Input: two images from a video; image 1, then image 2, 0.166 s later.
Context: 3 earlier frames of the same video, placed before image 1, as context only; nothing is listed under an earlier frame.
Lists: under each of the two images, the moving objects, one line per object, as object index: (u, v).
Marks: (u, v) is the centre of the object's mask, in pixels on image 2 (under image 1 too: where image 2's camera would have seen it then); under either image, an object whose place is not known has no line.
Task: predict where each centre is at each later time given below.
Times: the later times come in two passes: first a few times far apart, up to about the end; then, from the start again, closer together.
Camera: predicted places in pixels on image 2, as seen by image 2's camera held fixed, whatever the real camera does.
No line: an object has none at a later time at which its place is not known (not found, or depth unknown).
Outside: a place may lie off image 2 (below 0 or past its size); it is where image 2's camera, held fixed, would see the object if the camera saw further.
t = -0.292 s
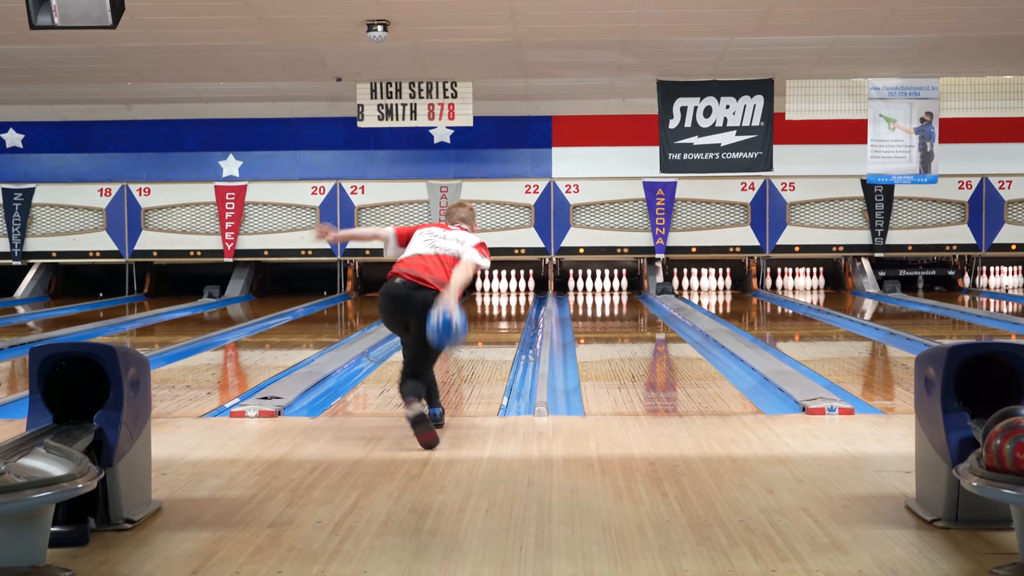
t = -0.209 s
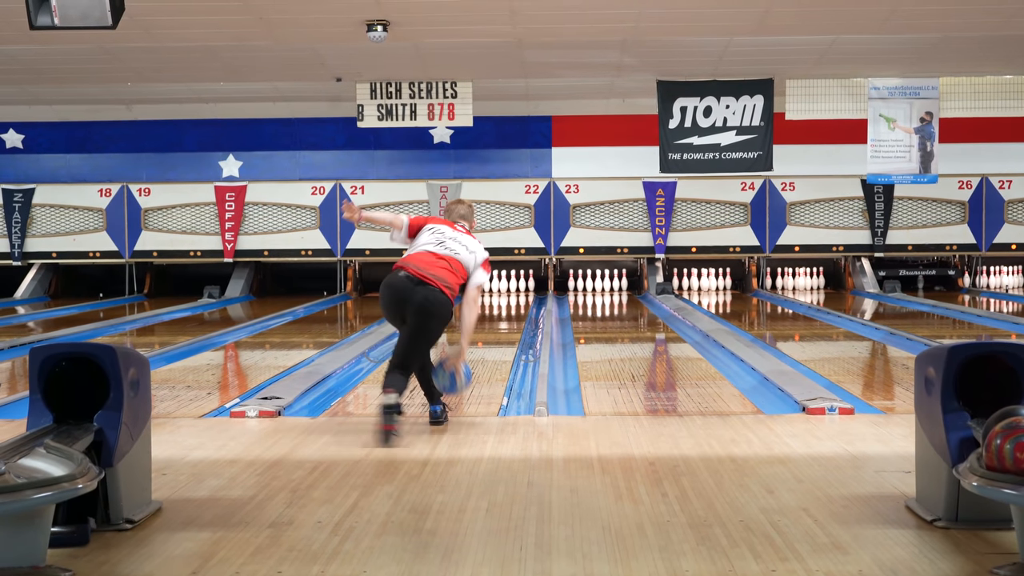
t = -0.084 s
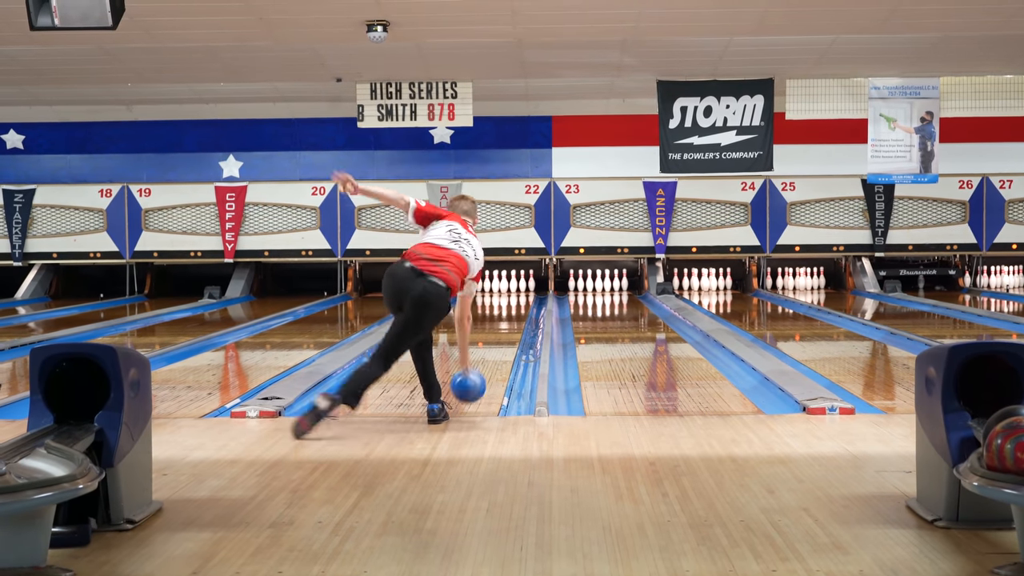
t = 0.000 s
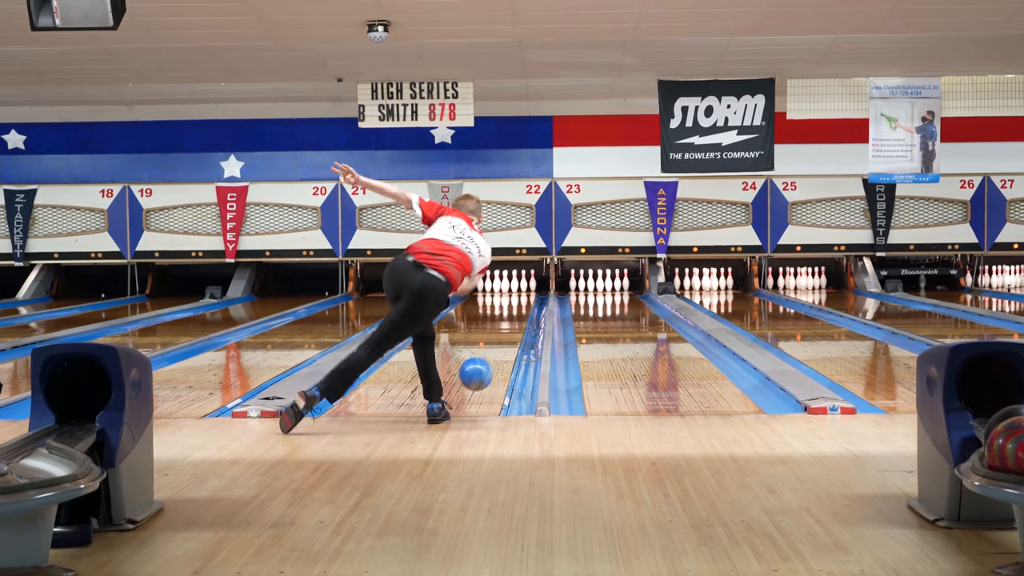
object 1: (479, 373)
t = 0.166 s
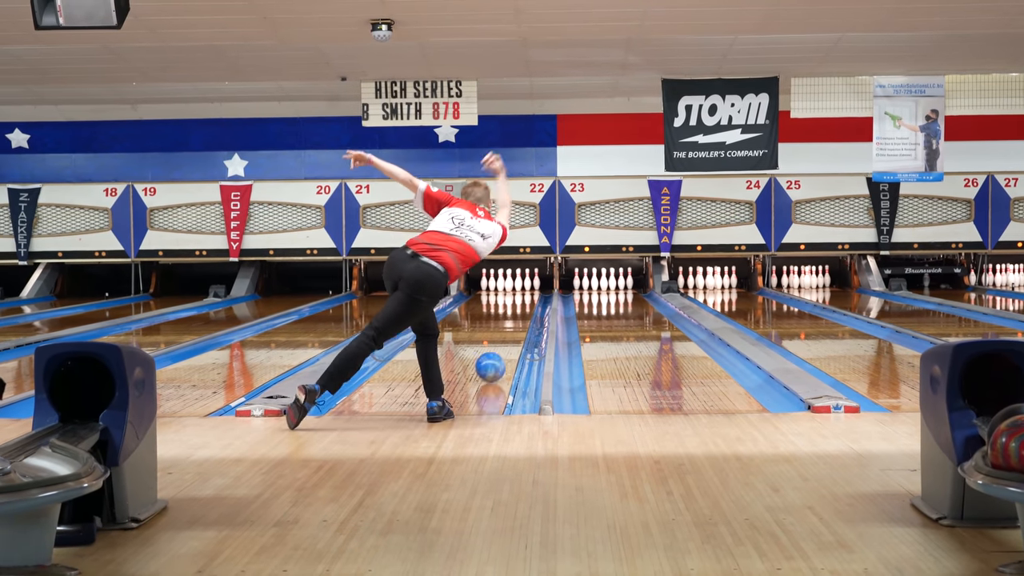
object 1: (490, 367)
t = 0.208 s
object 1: (493, 364)
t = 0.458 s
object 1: (503, 344)
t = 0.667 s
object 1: (506, 333)
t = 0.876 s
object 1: (515, 323)
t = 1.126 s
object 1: (519, 314)
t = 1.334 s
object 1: (522, 308)
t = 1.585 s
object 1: (523, 301)
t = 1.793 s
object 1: (524, 296)
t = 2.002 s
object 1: (523, 292)
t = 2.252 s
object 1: (520, 289)
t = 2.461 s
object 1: (514, 286)
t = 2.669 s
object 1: (517, 284)
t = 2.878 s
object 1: (517, 283)
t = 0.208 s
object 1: (493, 364)
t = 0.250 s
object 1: (495, 360)
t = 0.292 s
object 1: (497, 356)
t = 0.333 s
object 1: (499, 353)
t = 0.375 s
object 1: (500, 350)
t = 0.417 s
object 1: (502, 347)
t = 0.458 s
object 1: (503, 344)
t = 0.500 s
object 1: (505, 342)
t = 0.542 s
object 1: (506, 339)
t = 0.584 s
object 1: (508, 337)
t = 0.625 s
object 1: (509, 335)
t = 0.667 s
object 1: (506, 333)
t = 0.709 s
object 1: (513, 331)
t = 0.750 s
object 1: (512, 329)
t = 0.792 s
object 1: (513, 327)
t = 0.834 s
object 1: (514, 325)
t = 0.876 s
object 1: (515, 323)
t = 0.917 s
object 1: (516, 322)
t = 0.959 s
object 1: (517, 320)
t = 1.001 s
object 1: (517, 319)
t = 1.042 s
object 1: (518, 317)
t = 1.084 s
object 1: (519, 316)
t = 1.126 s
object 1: (519, 314)
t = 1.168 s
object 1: (520, 314)
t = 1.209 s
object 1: (520, 312)
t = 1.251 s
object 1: (521, 311)
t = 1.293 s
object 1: (521, 309)
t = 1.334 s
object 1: (522, 308)
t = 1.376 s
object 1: (525, 306)
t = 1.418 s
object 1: (523, 305)
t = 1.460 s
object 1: (522, 304)
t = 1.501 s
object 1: (523, 303)
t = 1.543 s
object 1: (523, 302)
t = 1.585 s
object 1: (523, 301)
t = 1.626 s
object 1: (523, 300)
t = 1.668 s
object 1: (524, 299)
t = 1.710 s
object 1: (523, 298)
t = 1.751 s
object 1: (524, 297)
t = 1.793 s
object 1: (524, 296)
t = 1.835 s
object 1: (524, 296)
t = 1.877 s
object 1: (523, 295)
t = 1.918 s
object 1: (522, 300)
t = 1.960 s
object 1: (523, 293)
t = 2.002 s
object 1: (523, 292)
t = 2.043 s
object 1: (522, 292)
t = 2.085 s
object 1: (522, 291)
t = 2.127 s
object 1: (521, 290)
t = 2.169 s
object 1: (521, 290)
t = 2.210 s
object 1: (520, 289)
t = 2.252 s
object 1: (520, 289)
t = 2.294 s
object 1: (519, 289)
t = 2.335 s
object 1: (518, 288)
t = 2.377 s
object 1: (517, 287)
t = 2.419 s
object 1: (515, 287)
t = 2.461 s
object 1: (514, 286)
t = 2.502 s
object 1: (515, 285)
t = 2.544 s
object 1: (515, 285)
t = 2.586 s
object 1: (515, 285)
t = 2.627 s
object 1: (516, 285)
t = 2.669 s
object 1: (517, 284)
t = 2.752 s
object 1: (517, 284)
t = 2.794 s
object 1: (517, 284)
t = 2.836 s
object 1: (517, 283)
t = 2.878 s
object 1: (517, 283)
